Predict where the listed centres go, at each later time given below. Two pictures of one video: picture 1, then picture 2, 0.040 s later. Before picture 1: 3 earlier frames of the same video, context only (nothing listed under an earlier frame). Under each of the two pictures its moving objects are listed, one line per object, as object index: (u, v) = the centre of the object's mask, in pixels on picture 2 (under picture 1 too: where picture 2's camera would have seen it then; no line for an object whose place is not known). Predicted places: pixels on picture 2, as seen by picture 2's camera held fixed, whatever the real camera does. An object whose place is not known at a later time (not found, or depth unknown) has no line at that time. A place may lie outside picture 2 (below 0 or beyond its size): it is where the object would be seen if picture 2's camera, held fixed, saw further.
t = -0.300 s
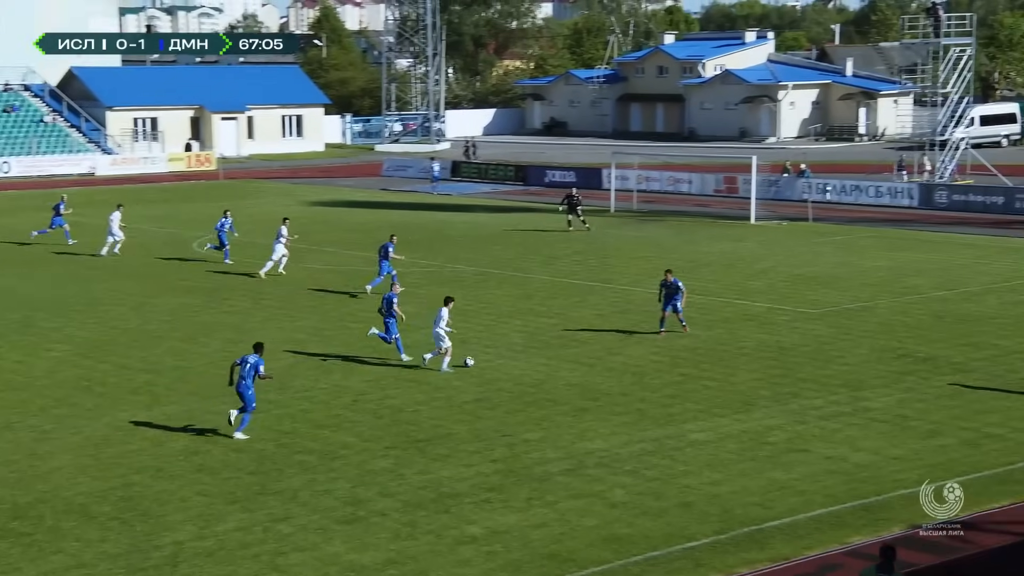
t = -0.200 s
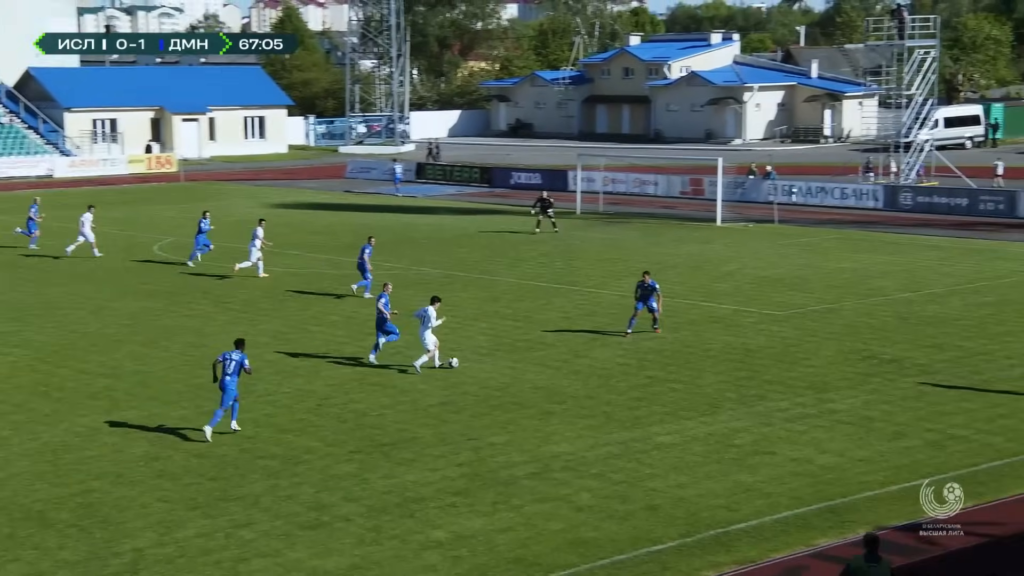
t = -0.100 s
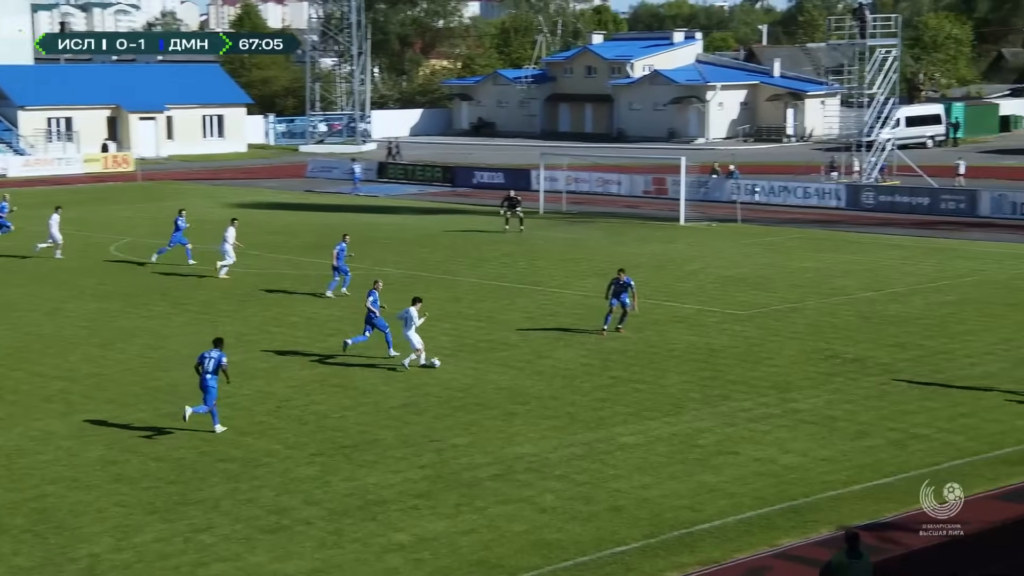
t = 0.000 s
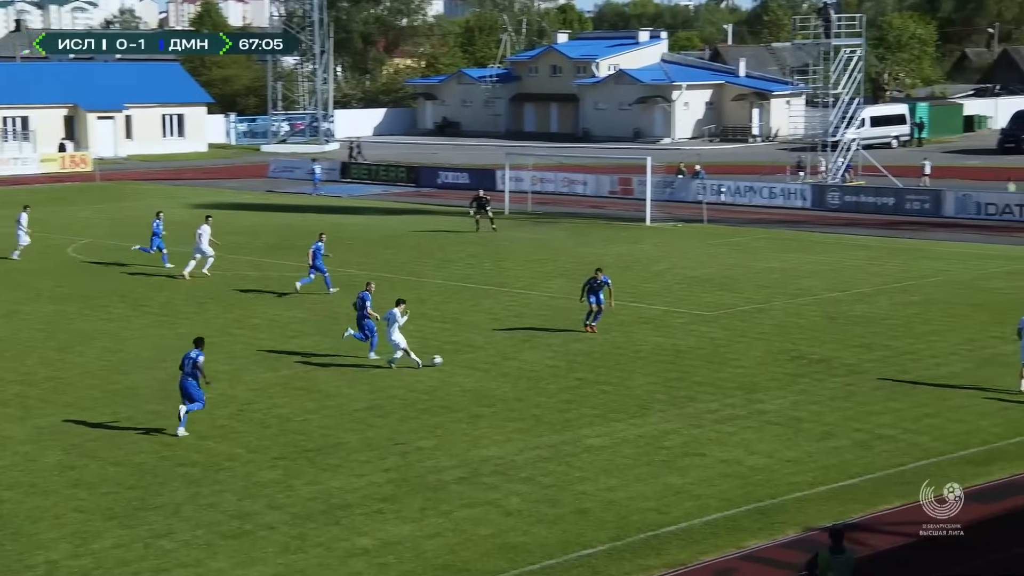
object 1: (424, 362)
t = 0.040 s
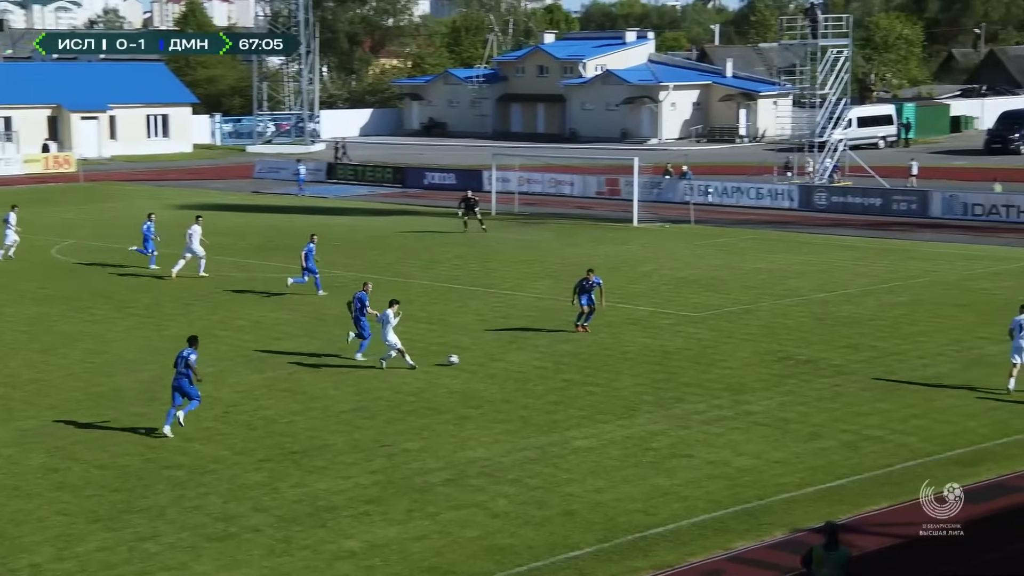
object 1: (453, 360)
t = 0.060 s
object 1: (467, 359)
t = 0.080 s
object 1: (482, 358)
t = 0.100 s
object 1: (495, 358)
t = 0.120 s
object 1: (508, 356)
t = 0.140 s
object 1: (521, 355)
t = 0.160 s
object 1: (534, 354)
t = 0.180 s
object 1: (546, 353)
